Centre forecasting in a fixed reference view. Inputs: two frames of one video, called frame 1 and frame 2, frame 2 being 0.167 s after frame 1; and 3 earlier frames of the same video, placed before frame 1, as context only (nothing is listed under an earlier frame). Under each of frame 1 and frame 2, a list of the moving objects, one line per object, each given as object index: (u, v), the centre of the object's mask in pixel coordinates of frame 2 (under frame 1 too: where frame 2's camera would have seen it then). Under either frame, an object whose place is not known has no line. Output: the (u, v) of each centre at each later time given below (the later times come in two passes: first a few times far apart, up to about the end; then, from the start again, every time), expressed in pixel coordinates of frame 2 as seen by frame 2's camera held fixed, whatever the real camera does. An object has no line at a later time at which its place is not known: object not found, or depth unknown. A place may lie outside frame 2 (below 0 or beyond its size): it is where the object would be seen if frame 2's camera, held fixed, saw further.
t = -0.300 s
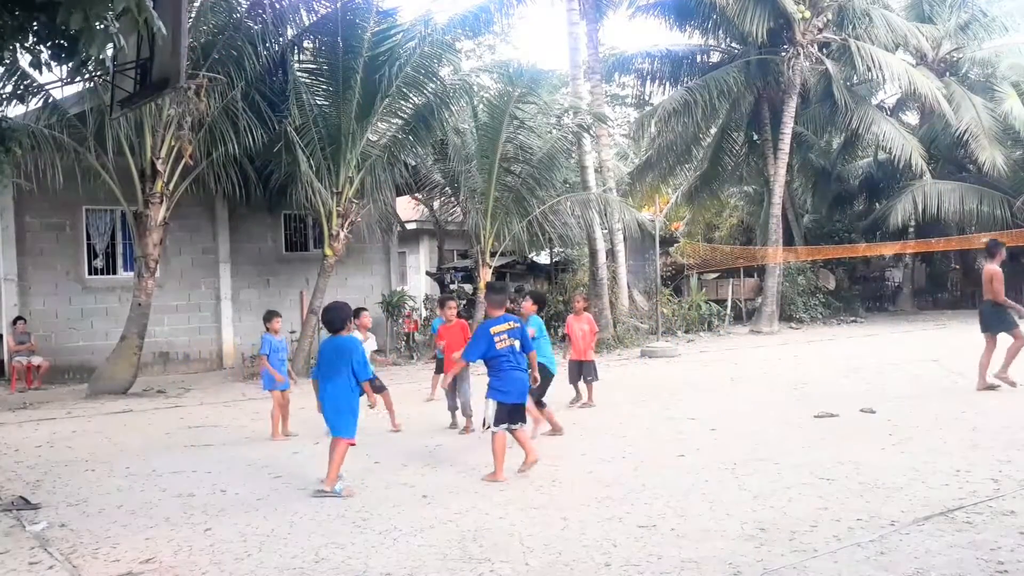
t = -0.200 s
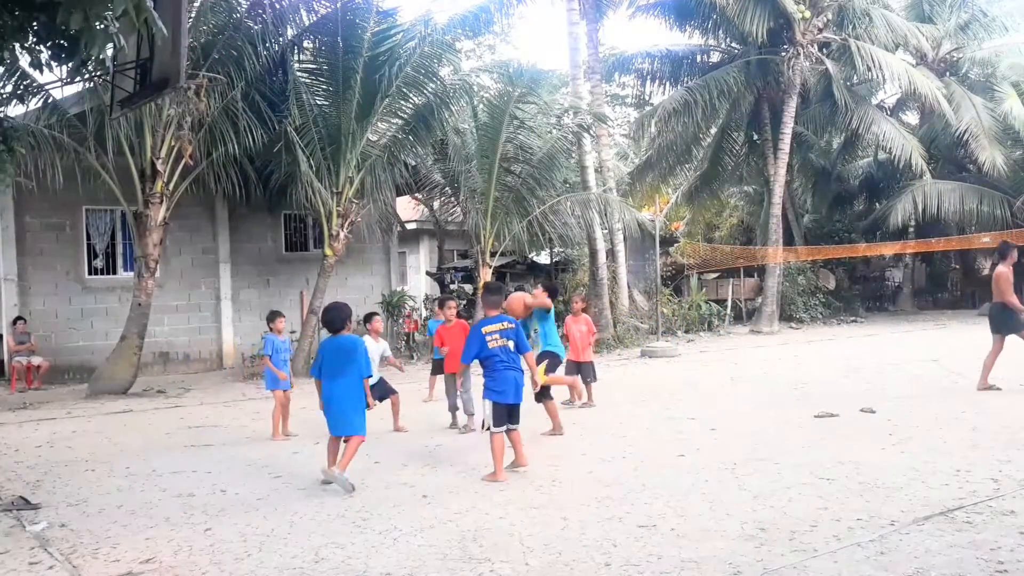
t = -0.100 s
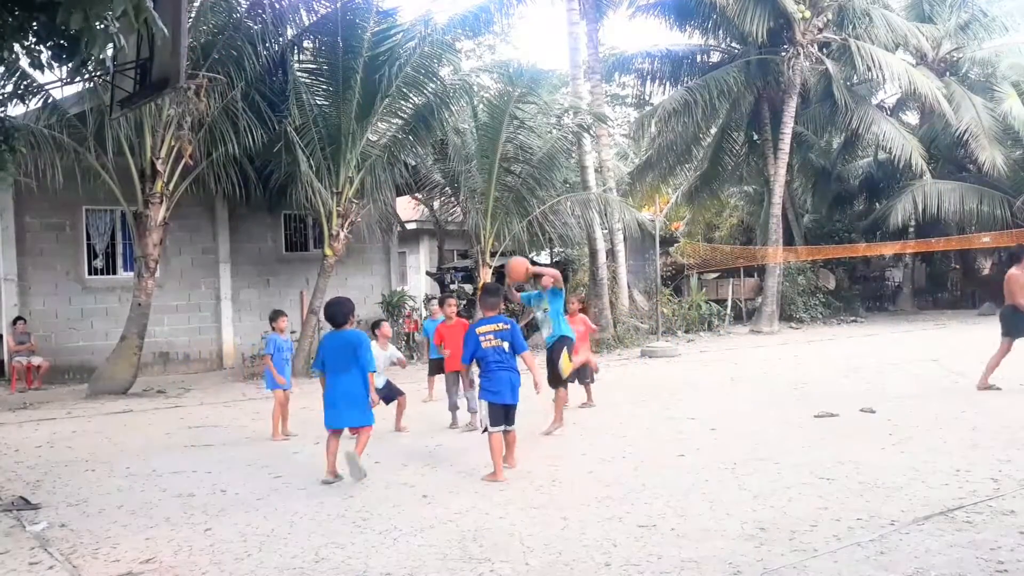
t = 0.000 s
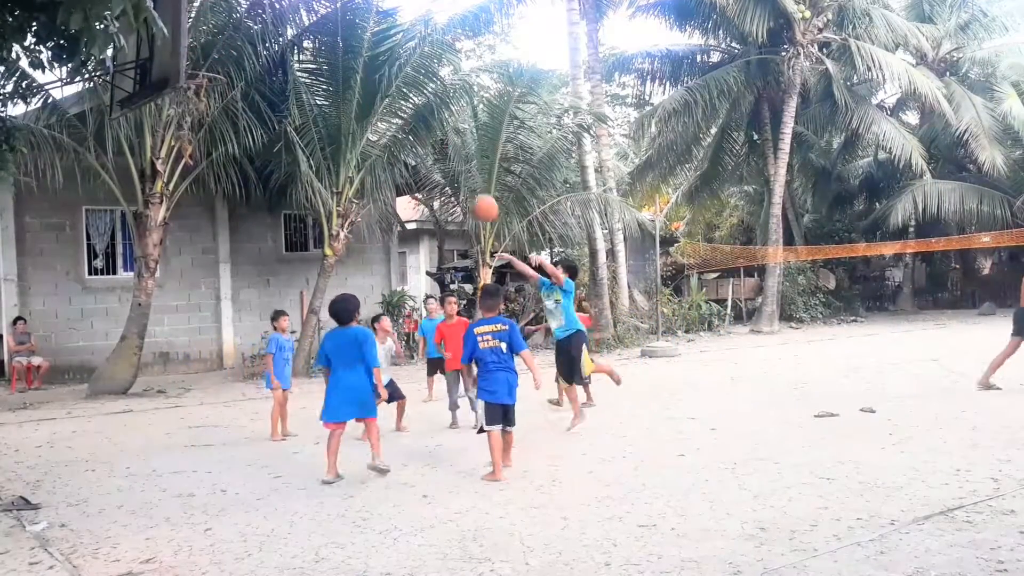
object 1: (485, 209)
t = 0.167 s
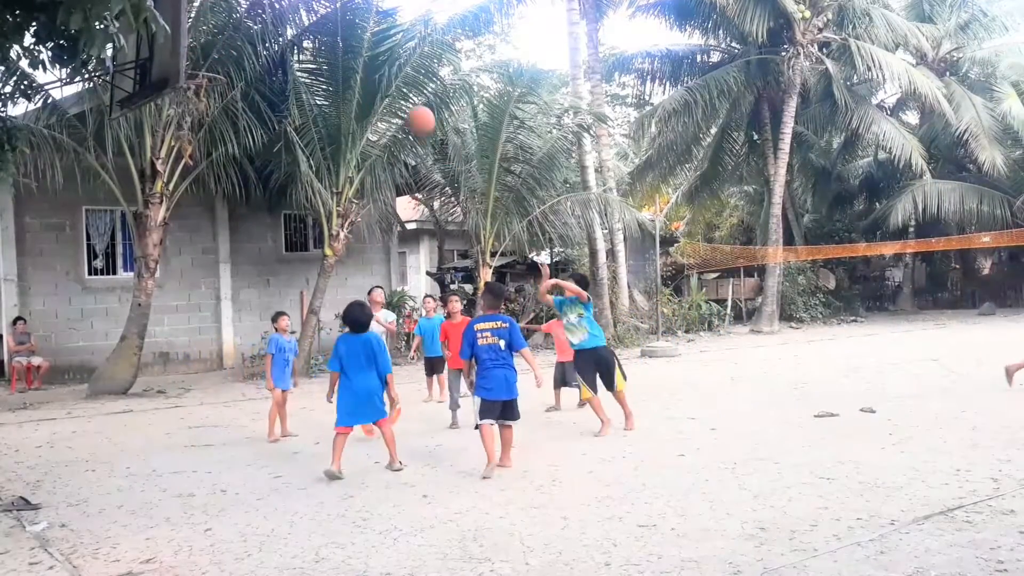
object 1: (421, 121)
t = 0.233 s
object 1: (394, 91)
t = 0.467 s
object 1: (291, 30)
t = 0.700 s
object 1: (194, 38)
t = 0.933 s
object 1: (238, 79)
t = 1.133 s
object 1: (299, 151)
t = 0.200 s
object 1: (407, 106)
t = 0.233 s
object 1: (394, 91)
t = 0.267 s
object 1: (380, 80)
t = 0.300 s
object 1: (366, 69)
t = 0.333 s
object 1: (352, 58)
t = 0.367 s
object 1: (338, 49)
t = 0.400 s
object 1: (324, 43)
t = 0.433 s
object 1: (309, 36)
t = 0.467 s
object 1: (291, 30)
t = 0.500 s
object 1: (279, 28)
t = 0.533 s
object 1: (263, 26)
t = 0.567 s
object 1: (249, 26)
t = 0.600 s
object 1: (234, 26)
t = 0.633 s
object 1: (219, 30)
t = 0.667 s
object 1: (202, 33)
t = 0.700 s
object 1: (194, 38)
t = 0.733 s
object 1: (191, 46)
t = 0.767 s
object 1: (196, 57)
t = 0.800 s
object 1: (201, 64)
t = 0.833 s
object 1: (210, 66)
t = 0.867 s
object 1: (219, 69)
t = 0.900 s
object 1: (229, 73)
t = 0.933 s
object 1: (238, 79)
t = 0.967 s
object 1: (248, 87)
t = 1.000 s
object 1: (258, 96)
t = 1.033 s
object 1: (268, 107)
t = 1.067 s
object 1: (278, 120)
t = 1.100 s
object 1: (289, 135)
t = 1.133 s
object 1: (299, 151)
